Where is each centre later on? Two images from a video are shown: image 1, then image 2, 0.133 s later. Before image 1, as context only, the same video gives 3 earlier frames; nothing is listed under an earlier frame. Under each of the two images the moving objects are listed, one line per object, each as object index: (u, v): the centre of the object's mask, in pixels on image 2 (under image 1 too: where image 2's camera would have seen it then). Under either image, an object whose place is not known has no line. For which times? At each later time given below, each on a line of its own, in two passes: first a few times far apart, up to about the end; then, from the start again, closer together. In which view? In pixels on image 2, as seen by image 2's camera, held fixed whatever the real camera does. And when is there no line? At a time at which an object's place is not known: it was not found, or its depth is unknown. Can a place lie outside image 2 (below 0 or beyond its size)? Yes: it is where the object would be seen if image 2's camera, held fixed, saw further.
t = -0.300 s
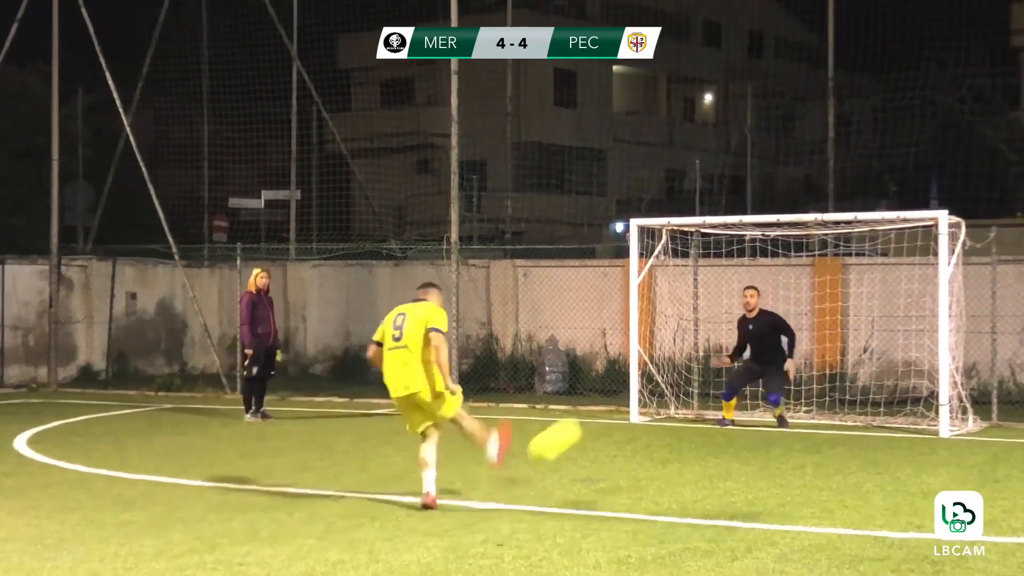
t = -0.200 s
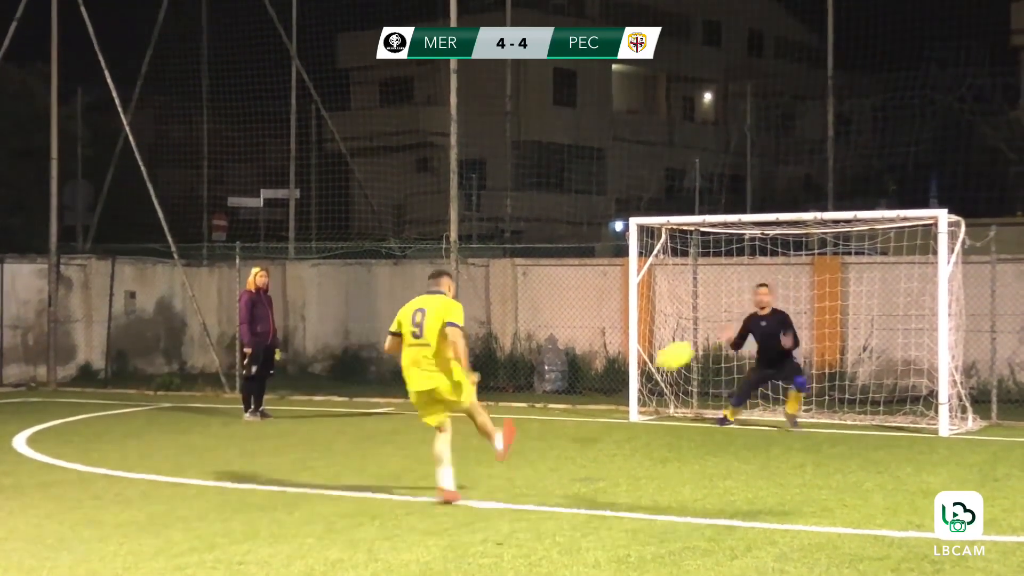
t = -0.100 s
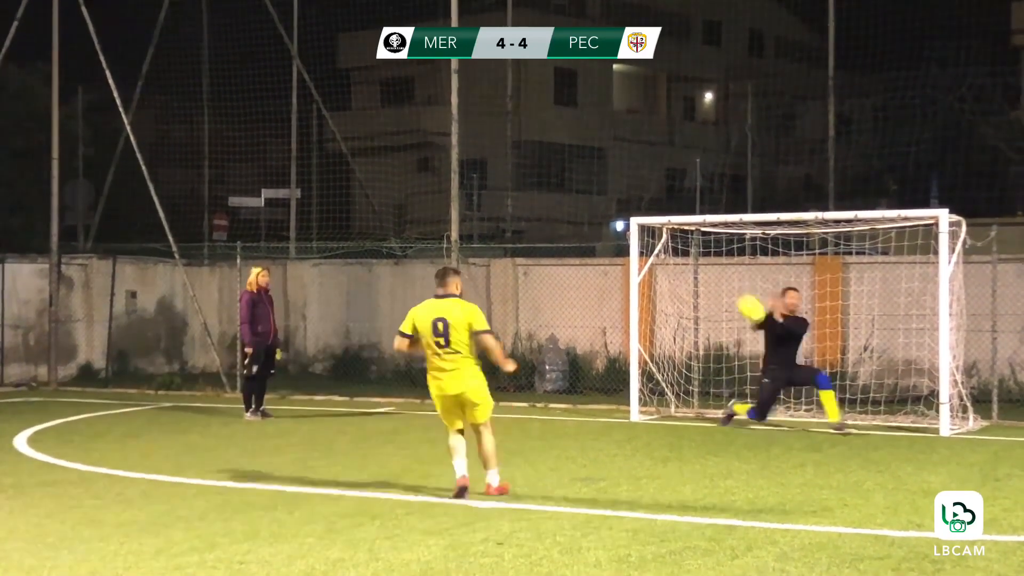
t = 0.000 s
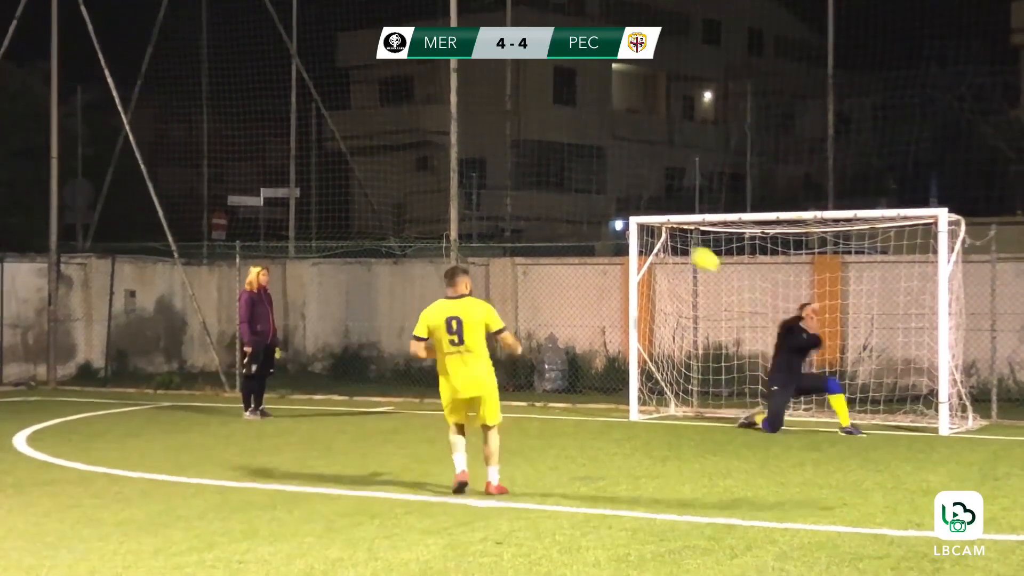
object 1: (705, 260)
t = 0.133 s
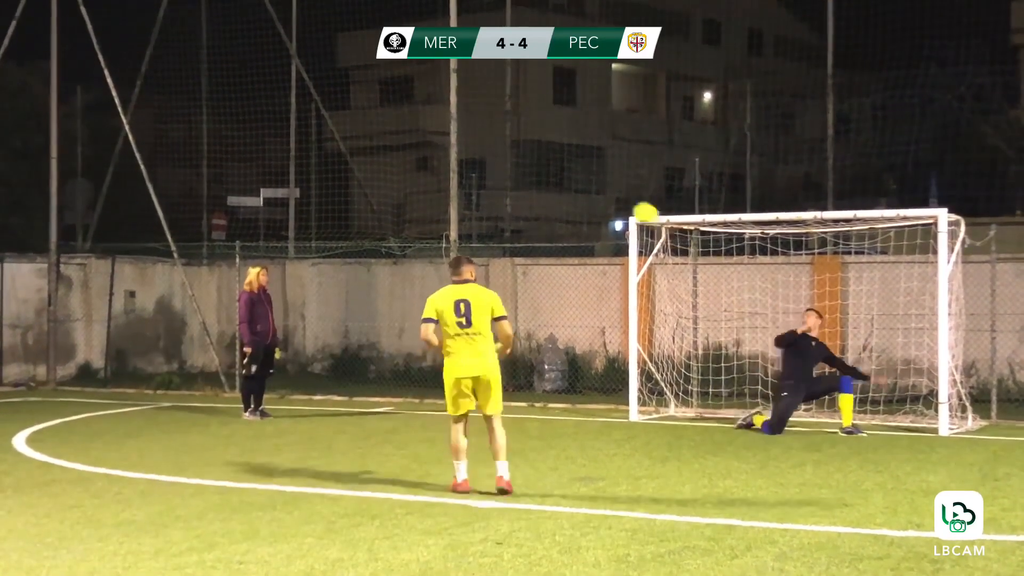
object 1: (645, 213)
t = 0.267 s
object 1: (591, 186)
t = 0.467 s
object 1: (514, 179)
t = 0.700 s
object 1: (429, 218)
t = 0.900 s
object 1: (363, 288)
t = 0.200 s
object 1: (618, 198)
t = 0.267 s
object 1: (591, 186)
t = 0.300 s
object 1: (577, 182)
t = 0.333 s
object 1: (565, 180)
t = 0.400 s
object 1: (539, 177)
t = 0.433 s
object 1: (526, 178)
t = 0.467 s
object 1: (514, 179)
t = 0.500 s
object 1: (501, 181)
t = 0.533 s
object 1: (489, 185)
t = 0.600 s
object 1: (465, 195)
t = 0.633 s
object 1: (453, 202)
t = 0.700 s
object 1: (429, 218)
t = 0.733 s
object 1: (418, 228)
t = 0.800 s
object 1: (396, 249)
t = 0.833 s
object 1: (385, 261)
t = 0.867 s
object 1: (374, 274)
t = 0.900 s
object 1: (363, 288)
